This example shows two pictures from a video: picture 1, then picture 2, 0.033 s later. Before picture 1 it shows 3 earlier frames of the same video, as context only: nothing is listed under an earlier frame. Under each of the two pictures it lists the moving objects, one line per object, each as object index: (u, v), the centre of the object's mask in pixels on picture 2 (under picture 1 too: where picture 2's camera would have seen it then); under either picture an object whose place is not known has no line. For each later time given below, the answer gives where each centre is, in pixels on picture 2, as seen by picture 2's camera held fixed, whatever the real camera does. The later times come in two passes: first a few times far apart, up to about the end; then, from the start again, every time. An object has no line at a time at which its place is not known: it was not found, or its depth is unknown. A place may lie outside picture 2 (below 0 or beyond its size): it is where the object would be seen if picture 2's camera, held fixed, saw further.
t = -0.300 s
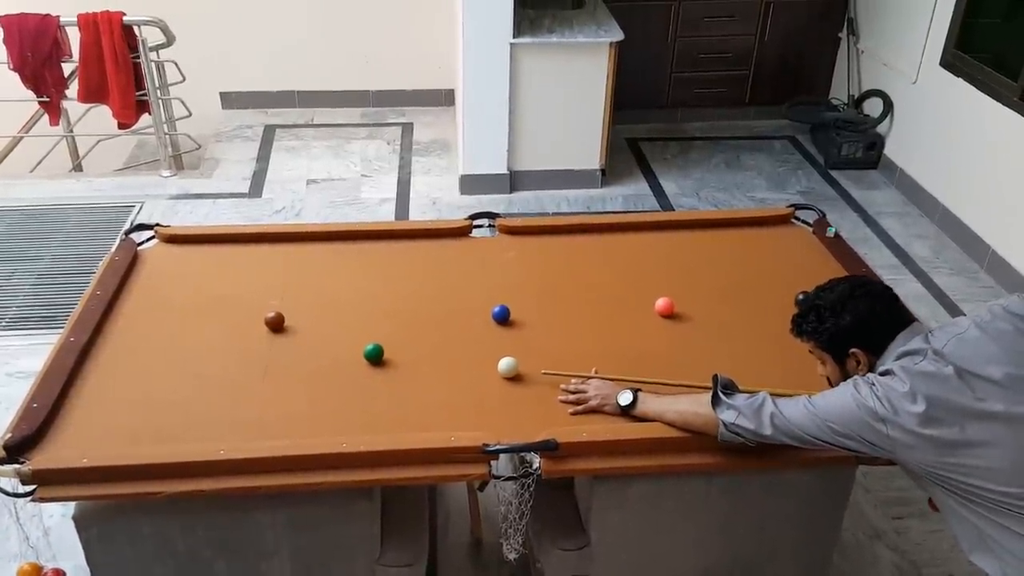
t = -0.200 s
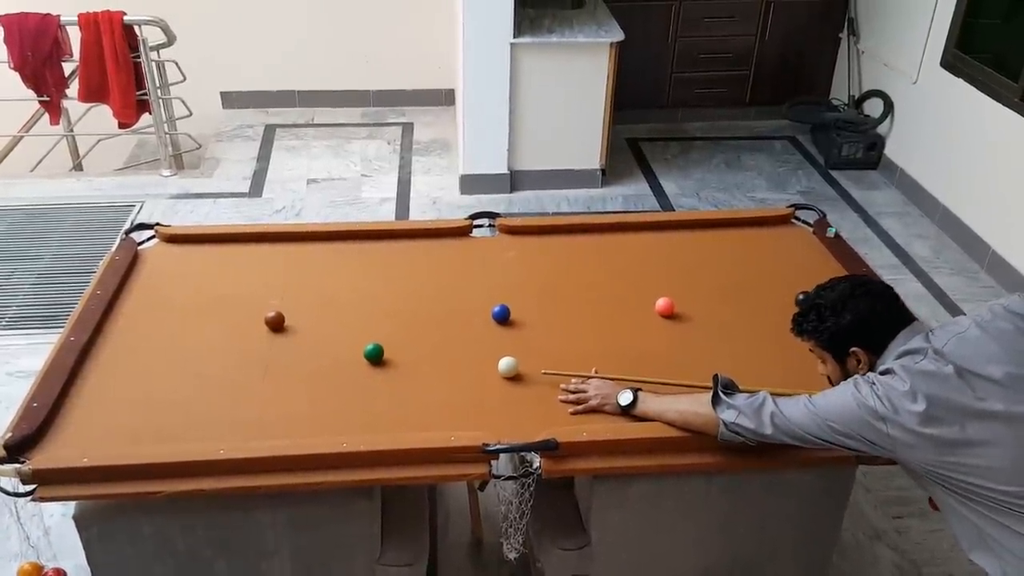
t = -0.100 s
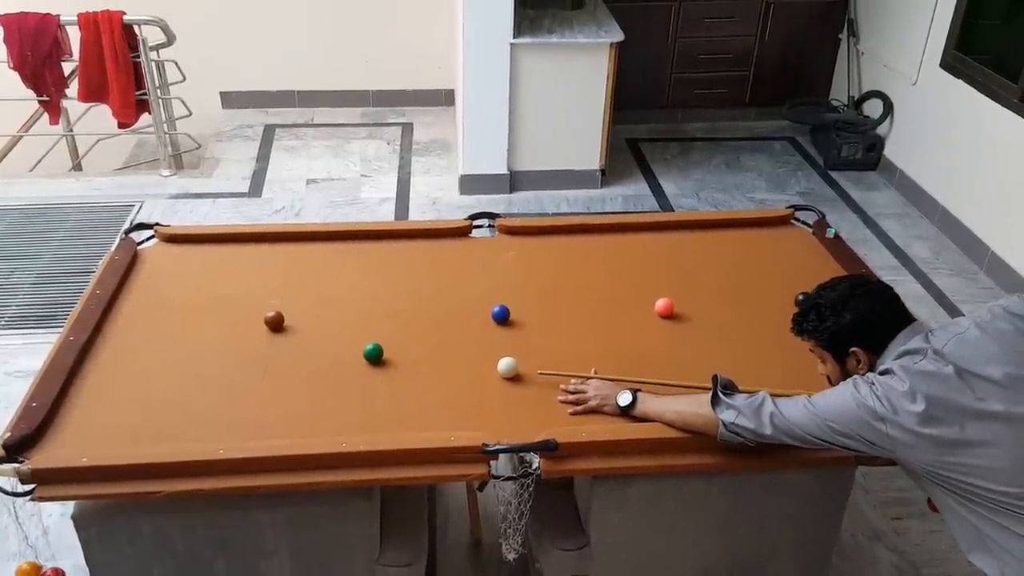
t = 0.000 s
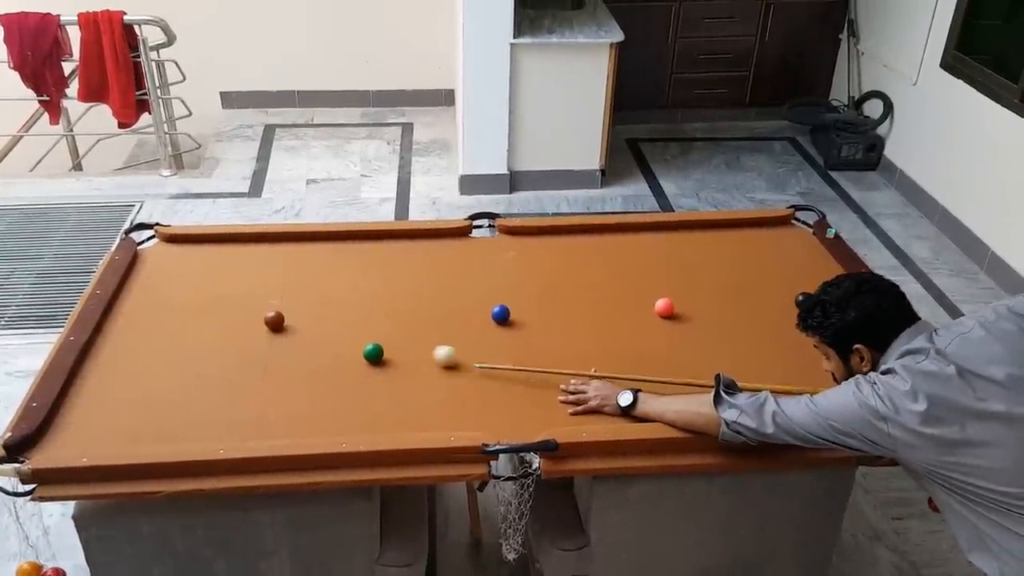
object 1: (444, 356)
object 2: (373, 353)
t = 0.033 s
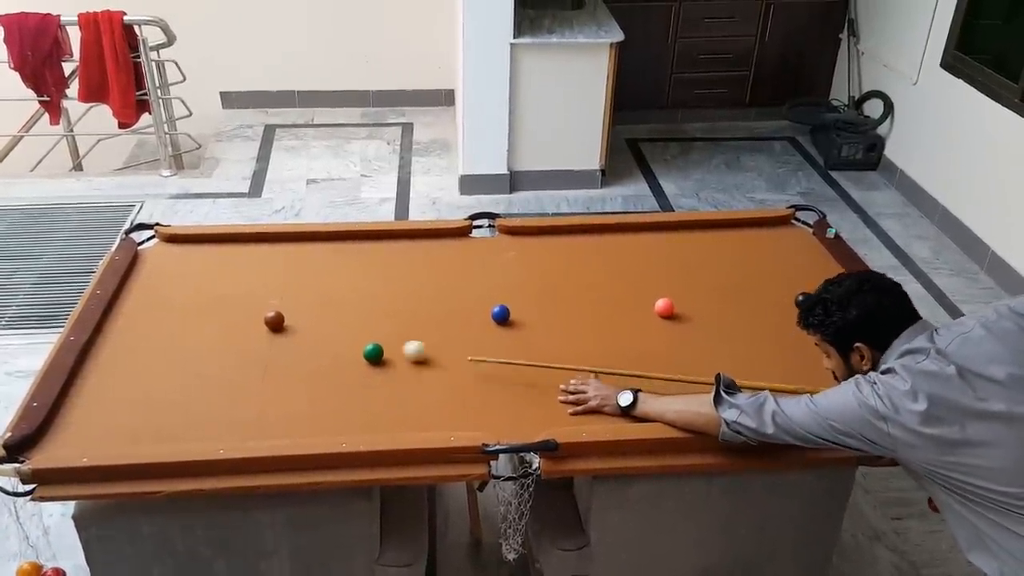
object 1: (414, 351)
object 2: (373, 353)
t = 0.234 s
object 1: (352, 307)
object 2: (293, 376)
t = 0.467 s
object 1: (312, 269)
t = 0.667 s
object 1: (282, 241)
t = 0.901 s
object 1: (247, 255)
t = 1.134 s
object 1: (212, 272)
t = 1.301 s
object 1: (186, 285)
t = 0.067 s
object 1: (389, 345)
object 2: (369, 354)
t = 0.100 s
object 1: (380, 336)
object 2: (352, 359)
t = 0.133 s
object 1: (372, 327)
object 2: (336, 364)
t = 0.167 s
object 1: (364, 320)
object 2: (321, 368)
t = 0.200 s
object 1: (358, 313)
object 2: (307, 372)
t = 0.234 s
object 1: (352, 307)
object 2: (293, 376)
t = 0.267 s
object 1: (345, 301)
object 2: (279, 380)
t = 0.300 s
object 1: (339, 296)
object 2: (264, 384)
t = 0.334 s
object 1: (334, 290)
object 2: (250, 388)
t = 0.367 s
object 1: (328, 284)
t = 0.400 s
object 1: (323, 279)
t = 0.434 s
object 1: (317, 274)
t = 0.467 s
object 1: (312, 269)
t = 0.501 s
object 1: (307, 264)
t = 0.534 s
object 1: (301, 259)
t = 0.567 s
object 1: (296, 255)
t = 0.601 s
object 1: (291, 250)
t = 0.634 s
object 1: (287, 246)
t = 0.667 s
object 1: (282, 241)
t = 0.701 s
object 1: (277, 239)
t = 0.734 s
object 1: (272, 242)
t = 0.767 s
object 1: (267, 245)
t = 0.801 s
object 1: (262, 247)
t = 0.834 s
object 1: (257, 250)
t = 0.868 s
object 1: (252, 252)
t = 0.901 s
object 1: (247, 255)
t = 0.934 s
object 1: (242, 257)
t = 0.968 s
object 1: (237, 260)
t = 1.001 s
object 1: (232, 262)
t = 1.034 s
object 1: (227, 265)
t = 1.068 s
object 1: (222, 267)
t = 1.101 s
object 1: (217, 270)
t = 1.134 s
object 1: (212, 272)
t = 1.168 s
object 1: (207, 275)
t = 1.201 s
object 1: (201, 278)
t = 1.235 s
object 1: (197, 280)
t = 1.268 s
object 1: (191, 283)
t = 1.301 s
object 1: (186, 285)
